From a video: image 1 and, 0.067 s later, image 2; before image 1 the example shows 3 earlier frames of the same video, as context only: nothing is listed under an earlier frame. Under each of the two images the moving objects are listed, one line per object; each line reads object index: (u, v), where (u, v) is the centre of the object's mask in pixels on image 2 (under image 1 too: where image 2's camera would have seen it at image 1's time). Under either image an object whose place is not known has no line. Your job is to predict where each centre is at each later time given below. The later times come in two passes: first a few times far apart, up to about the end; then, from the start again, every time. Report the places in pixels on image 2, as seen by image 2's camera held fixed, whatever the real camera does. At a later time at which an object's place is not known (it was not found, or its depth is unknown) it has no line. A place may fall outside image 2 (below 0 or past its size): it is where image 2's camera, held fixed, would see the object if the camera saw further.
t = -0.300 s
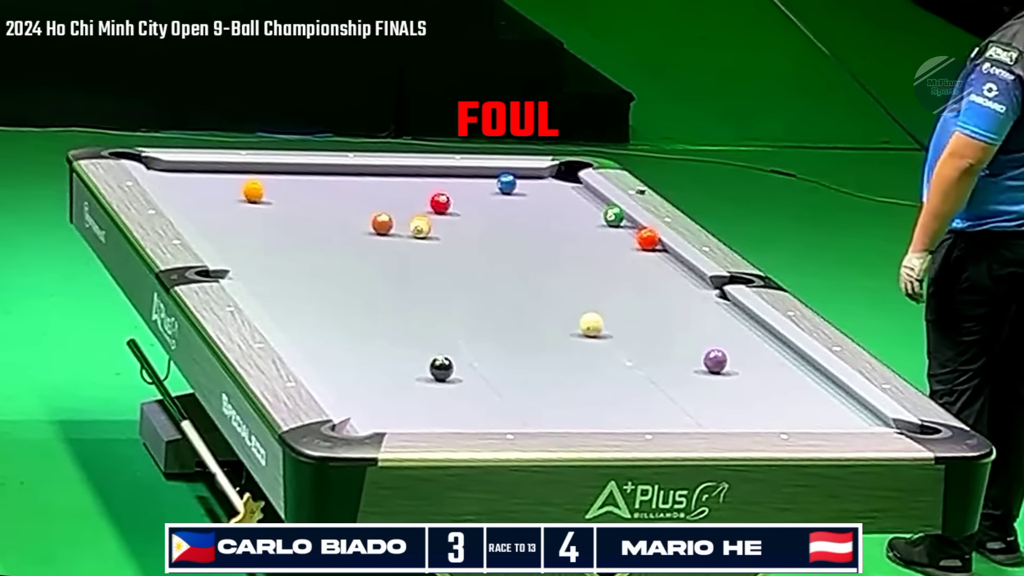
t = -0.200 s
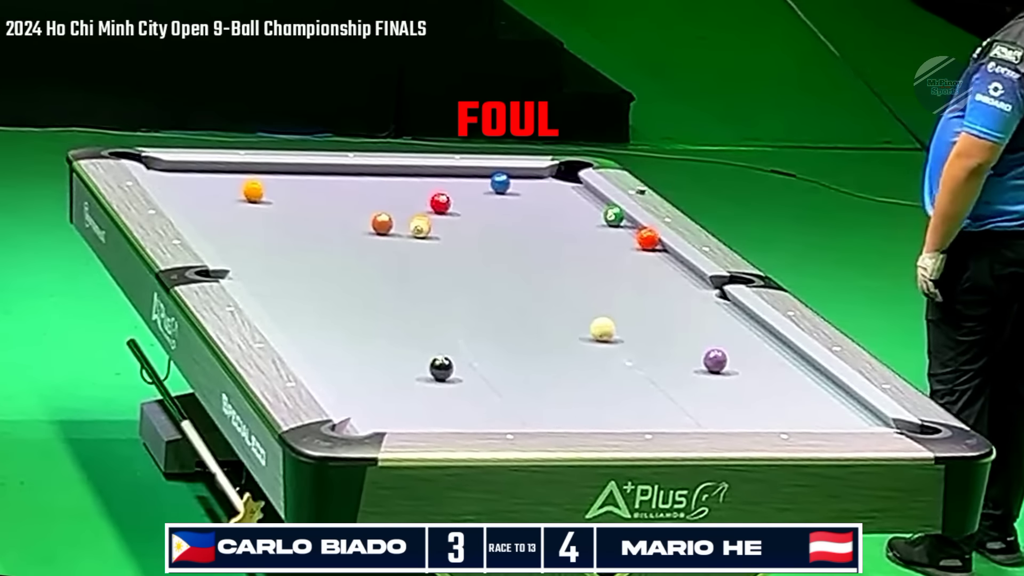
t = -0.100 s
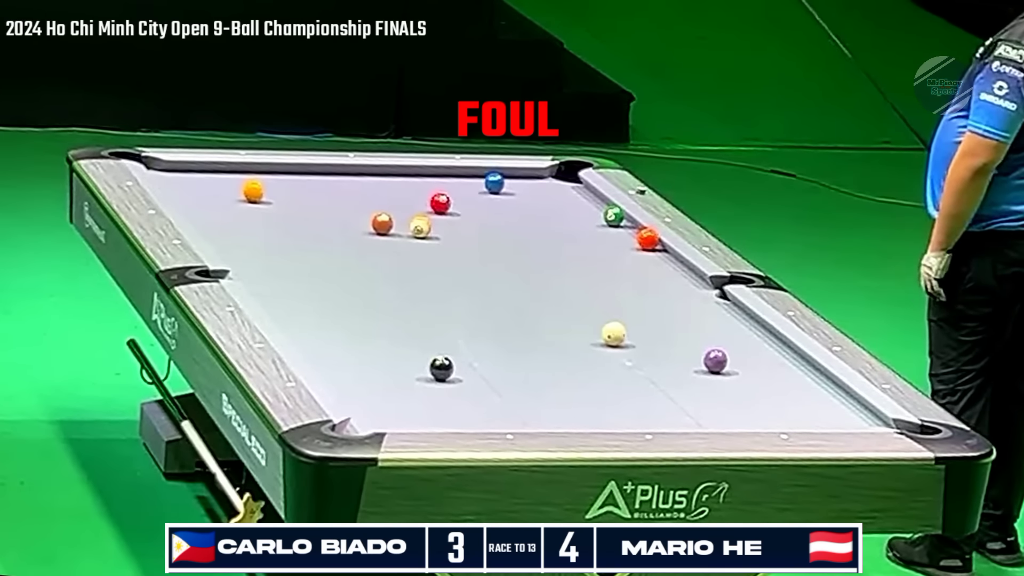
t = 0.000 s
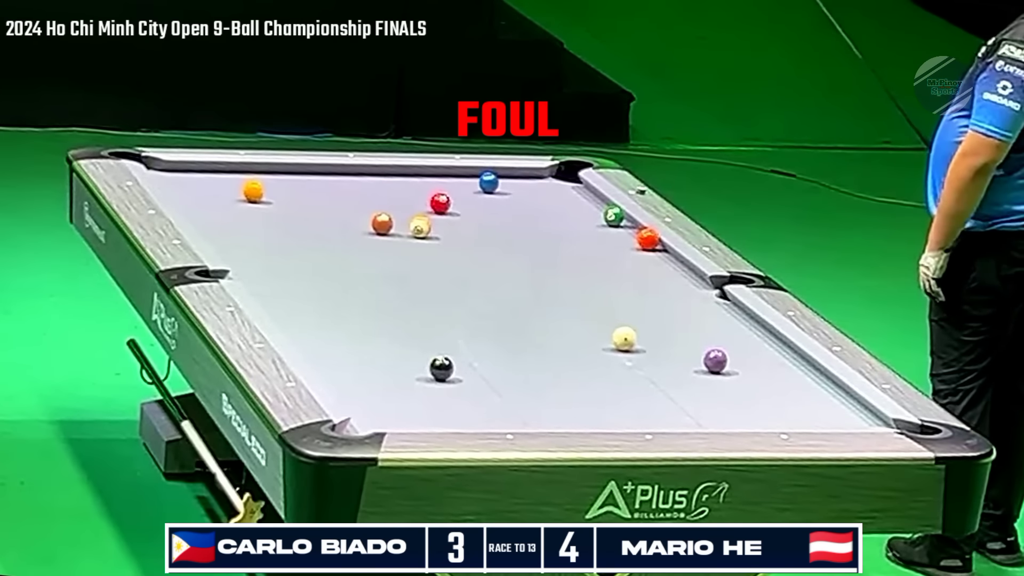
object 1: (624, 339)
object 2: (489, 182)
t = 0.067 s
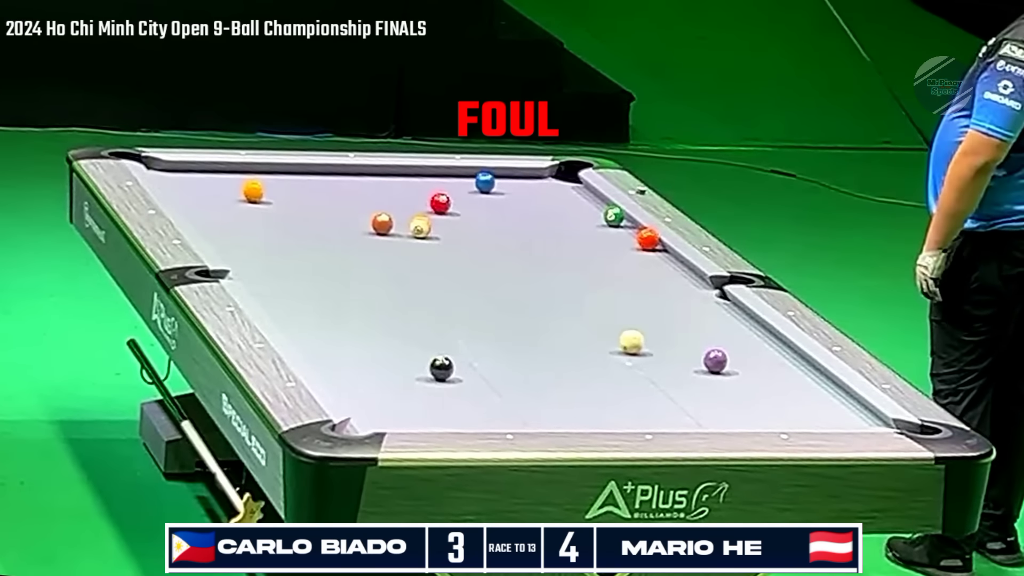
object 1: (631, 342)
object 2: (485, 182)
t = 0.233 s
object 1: (649, 349)
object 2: (476, 182)
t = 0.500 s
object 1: (677, 361)
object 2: (464, 181)
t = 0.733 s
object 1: (700, 371)
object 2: (455, 181)
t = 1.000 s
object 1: (726, 383)
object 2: (446, 181)
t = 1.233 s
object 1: (746, 392)
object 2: (439, 181)
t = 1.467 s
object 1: (767, 401)
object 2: (433, 181)
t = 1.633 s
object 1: (780, 407)
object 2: (430, 181)
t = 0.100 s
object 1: (635, 343)
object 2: (483, 182)
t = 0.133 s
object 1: (638, 345)
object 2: (481, 182)
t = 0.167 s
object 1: (642, 346)
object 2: (480, 182)
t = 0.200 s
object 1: (645, 348)
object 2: (478, 182)
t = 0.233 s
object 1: (649, 349)
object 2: (476, 182)
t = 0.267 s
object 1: (652, 351)
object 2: (474, 182)
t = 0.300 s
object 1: (656, 352)
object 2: (473, 181)
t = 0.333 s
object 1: (659, 354)
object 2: (472, 182)
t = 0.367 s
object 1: (663, 355)
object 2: (470, 182)
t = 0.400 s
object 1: (666, 357)
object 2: (468, 181)
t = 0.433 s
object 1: (670, 359)
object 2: (467, 182)
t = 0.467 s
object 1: (673, 360)
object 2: (466, 181)
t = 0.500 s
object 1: (677, 361)
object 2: (464, 181)
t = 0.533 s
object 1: (680, 363)
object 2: (462, 181)
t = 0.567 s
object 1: (683, 364)
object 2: (461, 181)
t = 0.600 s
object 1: (686, 366)
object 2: (460, 181)
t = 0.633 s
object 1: (689, 367)
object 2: (458, 181)
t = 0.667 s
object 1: (693, 369)
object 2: (457, 181)
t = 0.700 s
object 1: (697, 370)
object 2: (456, 181)
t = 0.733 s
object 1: (700, 371)
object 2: (455, 181)
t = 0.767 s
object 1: (703, 373)
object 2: (453, 181)
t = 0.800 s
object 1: (706, 375)
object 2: (452, 181)
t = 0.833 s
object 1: (709, 376)
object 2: (451, 181)
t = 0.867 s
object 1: (713, 378)
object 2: (450, 181)
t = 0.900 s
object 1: (716, 379)
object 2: (449, 181)
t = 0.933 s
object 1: (719, 380)
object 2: (448, 181)
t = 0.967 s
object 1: (722, 382)
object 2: (447, 181)
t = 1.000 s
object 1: (726, 383)
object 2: (446, 181)
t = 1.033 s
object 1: (729, 384)
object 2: (445, 181)
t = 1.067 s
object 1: (731, 385)
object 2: (444, 181)
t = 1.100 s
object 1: (734, 386)
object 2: (443, 181)
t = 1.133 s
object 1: (738, 388)
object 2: (442, 181)
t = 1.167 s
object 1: (740, 389)
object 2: (441, 181)
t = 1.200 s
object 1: (743, 390)
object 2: (439, 181)
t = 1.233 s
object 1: (746, 392)
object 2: (439, 181)
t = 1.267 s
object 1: (749, 393)
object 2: (438, 181)
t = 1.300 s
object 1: (752, 394)
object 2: (437, 181)
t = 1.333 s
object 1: (755, 396)
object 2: (436, 181)
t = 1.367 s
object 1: (758, 397)
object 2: (435, 181)
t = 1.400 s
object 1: (761, 398)
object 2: (435, 181)
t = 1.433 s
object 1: (764, 400)
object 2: (434, 181)
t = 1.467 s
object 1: (767, 401)
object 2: (433, 181)
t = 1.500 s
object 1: (769, 402)
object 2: (433, 181)
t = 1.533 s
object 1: (772, 403)
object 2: (432, 181)
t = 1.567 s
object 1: (775, 405)
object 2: (432, 181)
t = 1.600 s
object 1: (777, 406)
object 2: (431, 181)
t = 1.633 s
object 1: (780, 407)
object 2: (430, 181)
